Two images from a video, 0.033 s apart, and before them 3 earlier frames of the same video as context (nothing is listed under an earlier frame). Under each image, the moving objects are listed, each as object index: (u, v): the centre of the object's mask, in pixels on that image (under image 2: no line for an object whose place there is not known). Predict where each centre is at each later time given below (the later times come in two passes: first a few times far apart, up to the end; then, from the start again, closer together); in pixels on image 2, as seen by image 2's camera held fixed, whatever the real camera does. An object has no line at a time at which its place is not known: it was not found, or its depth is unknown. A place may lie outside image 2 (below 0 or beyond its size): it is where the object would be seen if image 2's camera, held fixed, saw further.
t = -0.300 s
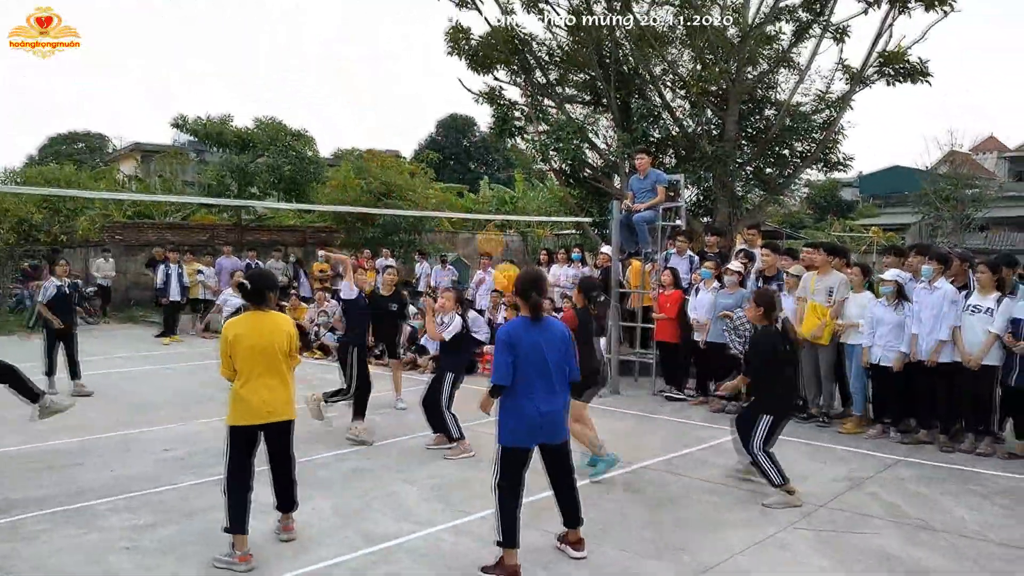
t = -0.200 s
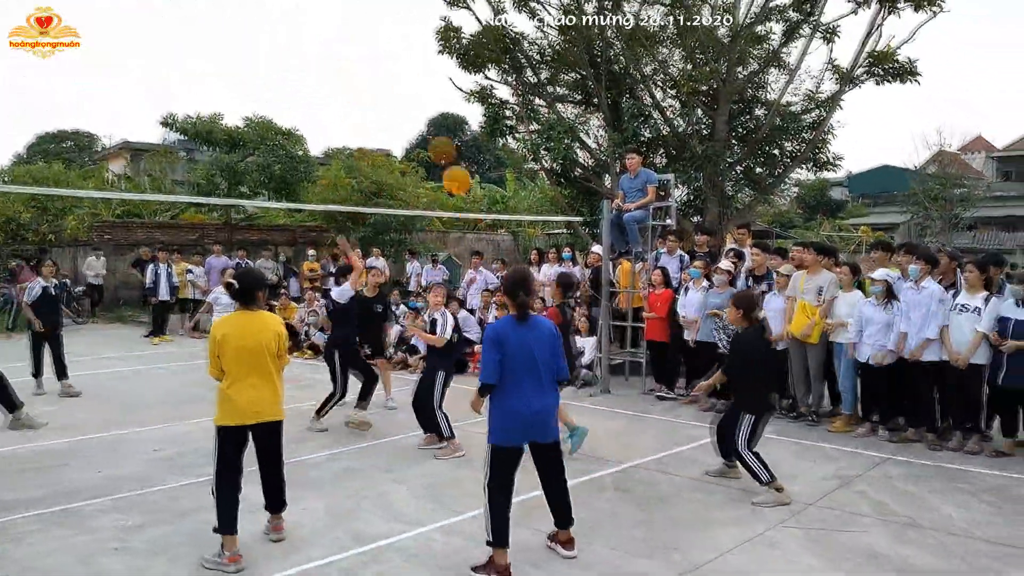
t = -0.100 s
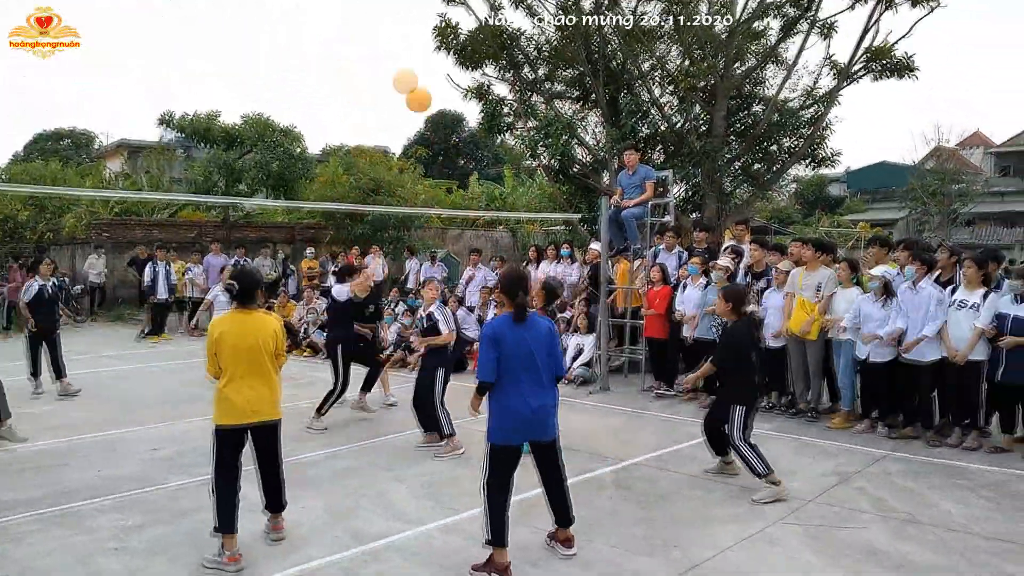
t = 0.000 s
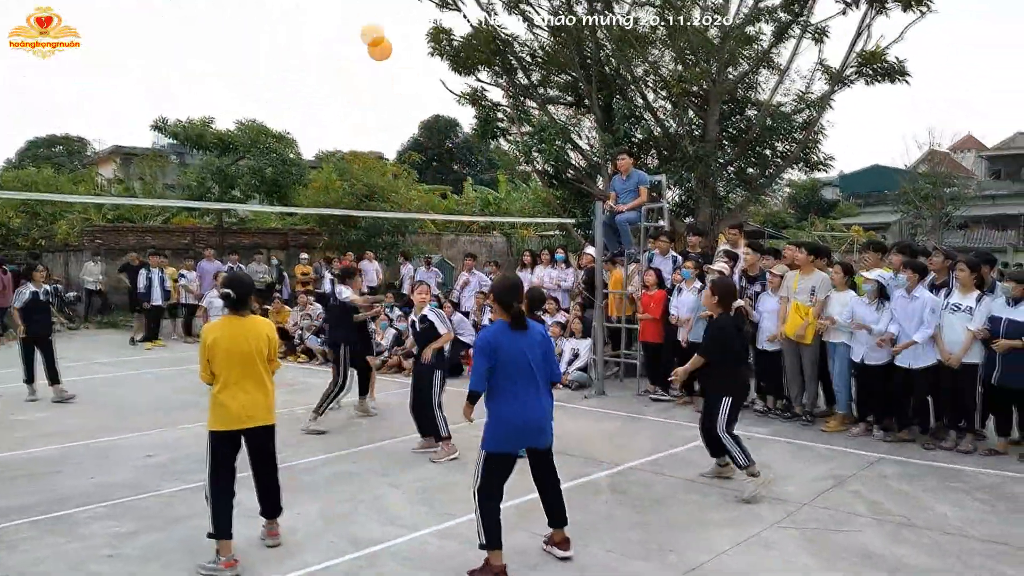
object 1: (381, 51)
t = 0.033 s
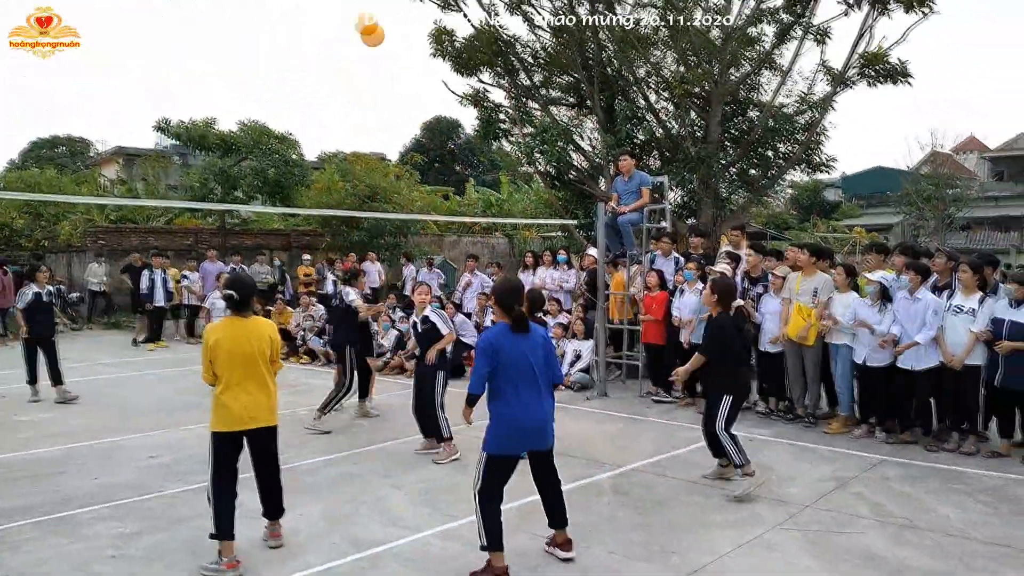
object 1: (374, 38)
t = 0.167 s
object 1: (339, -1)
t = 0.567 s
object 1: (265, -21)
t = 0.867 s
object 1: (231, 49)
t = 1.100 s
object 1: (209, 126)
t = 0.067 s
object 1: (365, 27)
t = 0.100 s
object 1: (356, 9)
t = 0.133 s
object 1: (347, 3)
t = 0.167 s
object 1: (339, -1)
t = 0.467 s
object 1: (280, -26)
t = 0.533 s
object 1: (268, -25)
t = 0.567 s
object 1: (265, -21)
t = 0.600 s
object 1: (260, -17)
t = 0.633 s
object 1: (253, -12)
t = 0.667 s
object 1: (250, -5)
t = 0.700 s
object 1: (248, 3)
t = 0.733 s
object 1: (244, 11)
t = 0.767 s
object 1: (239, 20)
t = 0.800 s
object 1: (235, 29)
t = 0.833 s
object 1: (233, 38)
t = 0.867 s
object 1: (231, 49)
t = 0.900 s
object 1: (227, 60)
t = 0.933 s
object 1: (222, 72)
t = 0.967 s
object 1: (220, 83)
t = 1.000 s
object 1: (219, 94)
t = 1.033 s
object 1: (217, 107)
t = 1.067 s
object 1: (212, 122)
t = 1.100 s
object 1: (209, 126)
